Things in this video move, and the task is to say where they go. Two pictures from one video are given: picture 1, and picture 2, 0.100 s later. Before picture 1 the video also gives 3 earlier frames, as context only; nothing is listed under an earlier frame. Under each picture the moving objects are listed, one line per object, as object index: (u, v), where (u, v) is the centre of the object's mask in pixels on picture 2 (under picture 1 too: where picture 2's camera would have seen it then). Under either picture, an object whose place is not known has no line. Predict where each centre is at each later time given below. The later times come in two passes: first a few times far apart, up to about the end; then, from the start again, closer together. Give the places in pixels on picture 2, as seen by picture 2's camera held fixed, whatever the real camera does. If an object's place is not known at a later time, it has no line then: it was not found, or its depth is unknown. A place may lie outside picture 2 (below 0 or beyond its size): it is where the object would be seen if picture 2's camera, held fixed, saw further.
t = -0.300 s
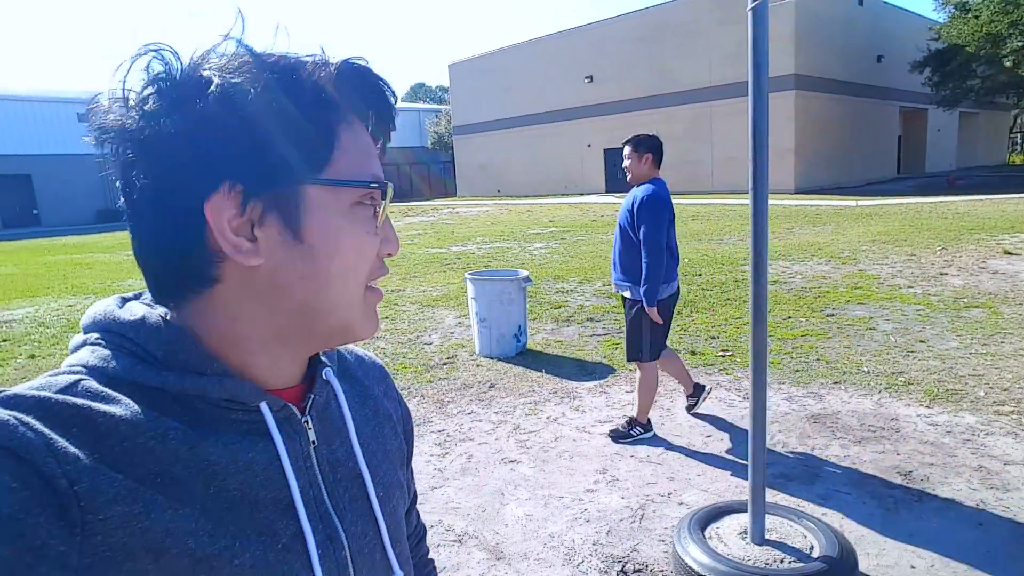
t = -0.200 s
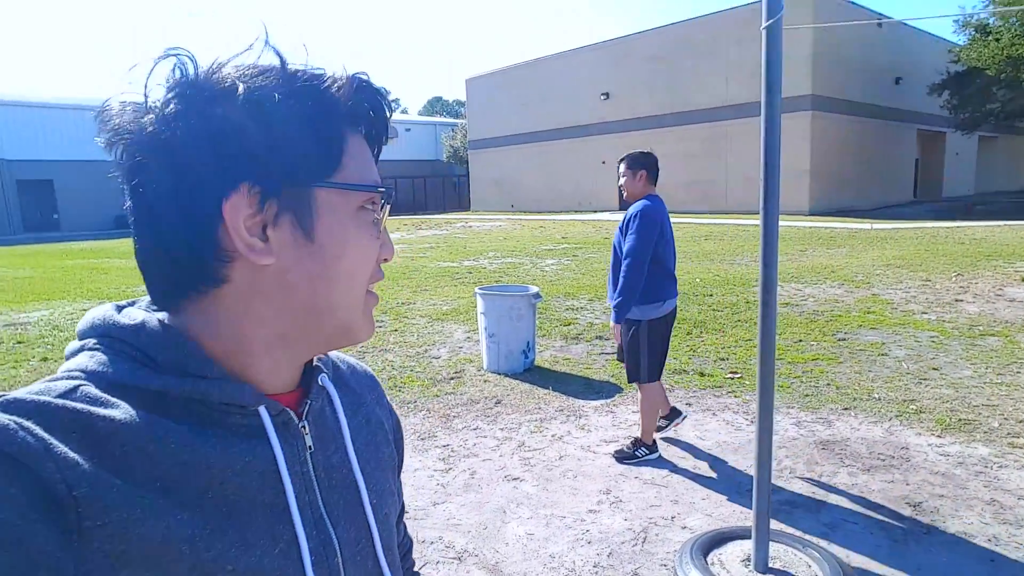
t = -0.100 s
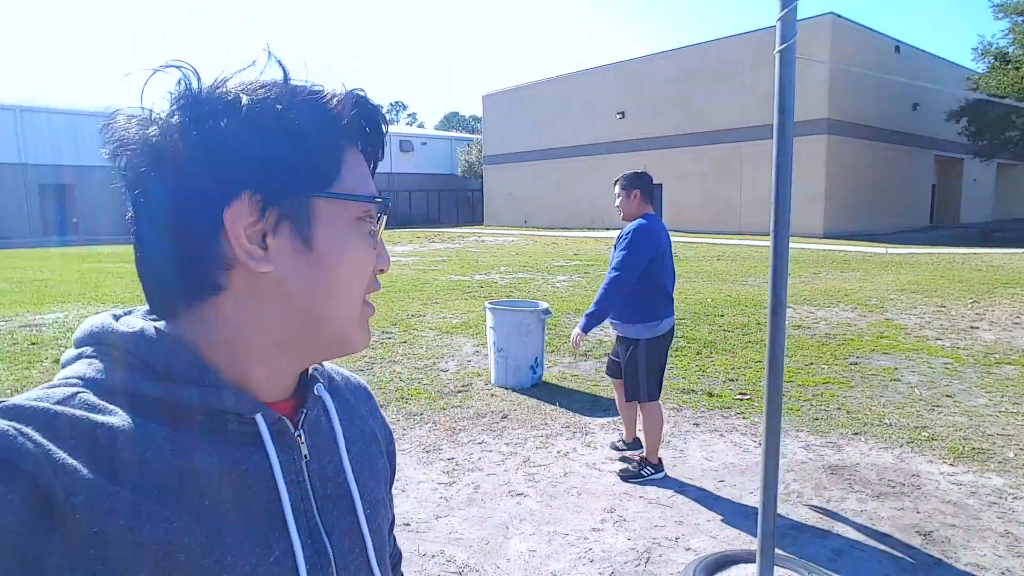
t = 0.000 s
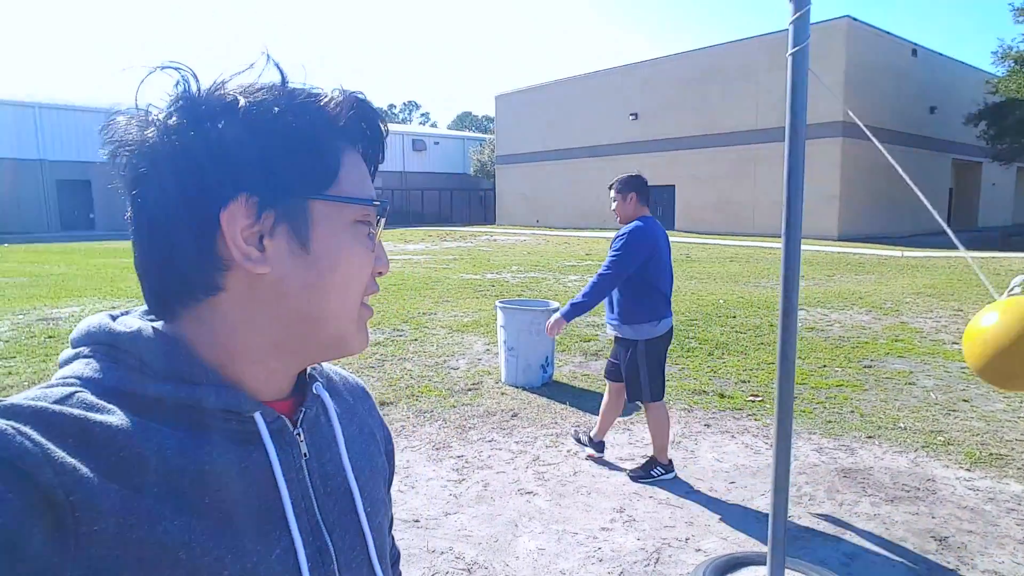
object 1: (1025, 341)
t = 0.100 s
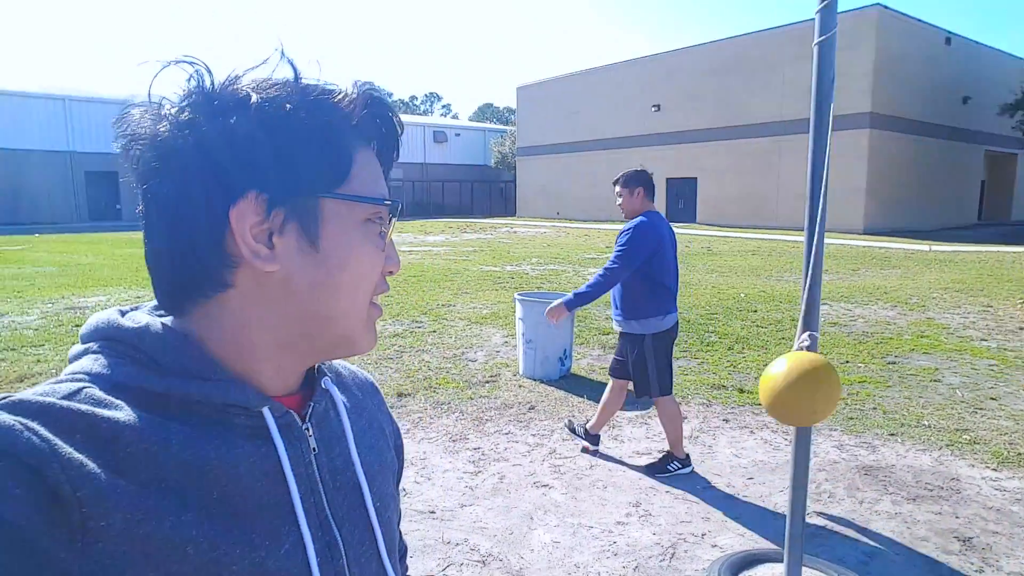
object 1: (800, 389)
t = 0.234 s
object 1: (632, 311)
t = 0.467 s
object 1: (641, 130)
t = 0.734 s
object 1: (771, 54)
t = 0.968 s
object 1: (909, 123)
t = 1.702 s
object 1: (609, 81)
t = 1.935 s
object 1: (629, 105)
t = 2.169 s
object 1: (713, 250)
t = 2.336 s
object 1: (861, 314)
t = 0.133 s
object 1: (738, 381)
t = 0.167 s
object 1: (690, 364)
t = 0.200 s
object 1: (655, 339)
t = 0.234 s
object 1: (632, 311)
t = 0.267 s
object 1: (617, 282)
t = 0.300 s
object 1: (609, 254)
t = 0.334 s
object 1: (607, 227)
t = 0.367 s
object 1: (609, 201)
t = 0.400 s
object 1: (617, 175)
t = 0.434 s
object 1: (628, 151)
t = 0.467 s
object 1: (641, 130)
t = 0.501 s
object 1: (654, 110)
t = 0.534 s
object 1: (666, 93)
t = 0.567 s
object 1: (682, 82)
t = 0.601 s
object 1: (701, 75)
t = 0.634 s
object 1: (721, 67)
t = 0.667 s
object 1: (738, 60)
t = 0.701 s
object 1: (755, 55)
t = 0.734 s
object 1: (771, 54)
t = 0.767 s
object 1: (789, 56)
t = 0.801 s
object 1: (801, 62)
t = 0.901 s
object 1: (872, 84)
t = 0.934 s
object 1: (892, 101)
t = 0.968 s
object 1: (909, 123)
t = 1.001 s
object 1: (926, 145)
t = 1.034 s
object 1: (938, 168)
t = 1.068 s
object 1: (947, 193)
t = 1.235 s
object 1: (948, 339)
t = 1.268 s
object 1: (928, 356)
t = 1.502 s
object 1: (678, 221)
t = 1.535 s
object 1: (659, 188)
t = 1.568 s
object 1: (643, 159)
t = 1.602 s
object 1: (628, 130)
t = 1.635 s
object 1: (616, 108)
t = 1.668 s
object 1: (611, 93)
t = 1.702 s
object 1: (609, 81)
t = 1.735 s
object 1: (609, 74)
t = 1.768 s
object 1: (612, 71)
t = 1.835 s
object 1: (619, 73)
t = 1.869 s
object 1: (618, 78)
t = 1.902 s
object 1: (621, 91)
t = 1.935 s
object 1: (629, 105)
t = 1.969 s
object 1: (637, 123)
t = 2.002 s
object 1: (644, 140)
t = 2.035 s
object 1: (653, 159)
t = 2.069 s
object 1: (661, 180)
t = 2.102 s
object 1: (671, 204)
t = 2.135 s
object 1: (687, 230)
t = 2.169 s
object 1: (713, 250)
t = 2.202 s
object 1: (742, 268)
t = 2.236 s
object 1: (772, 285)
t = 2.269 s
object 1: (792, 303)
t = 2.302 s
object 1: (850, 319)
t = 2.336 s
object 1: (861, 314)
